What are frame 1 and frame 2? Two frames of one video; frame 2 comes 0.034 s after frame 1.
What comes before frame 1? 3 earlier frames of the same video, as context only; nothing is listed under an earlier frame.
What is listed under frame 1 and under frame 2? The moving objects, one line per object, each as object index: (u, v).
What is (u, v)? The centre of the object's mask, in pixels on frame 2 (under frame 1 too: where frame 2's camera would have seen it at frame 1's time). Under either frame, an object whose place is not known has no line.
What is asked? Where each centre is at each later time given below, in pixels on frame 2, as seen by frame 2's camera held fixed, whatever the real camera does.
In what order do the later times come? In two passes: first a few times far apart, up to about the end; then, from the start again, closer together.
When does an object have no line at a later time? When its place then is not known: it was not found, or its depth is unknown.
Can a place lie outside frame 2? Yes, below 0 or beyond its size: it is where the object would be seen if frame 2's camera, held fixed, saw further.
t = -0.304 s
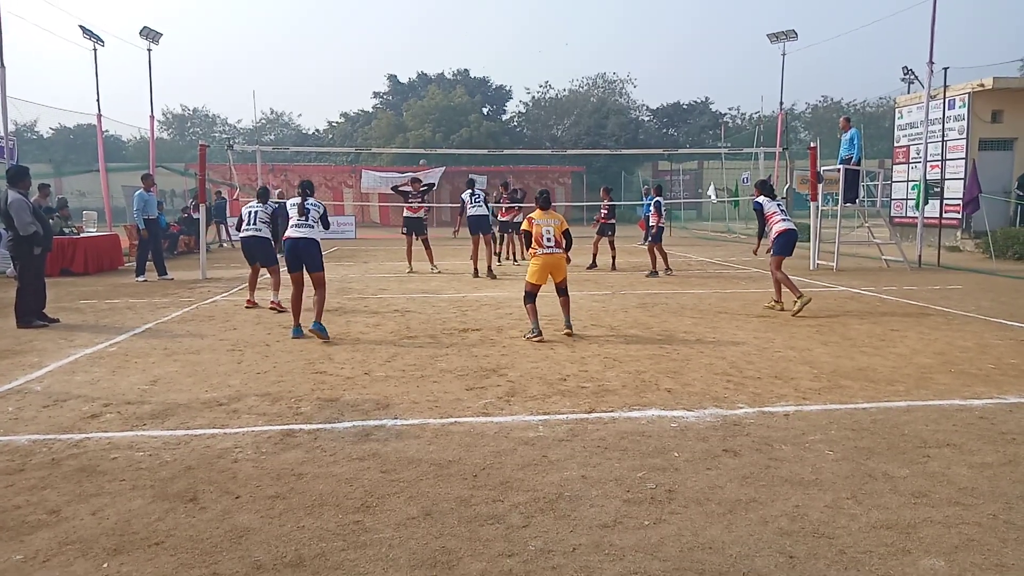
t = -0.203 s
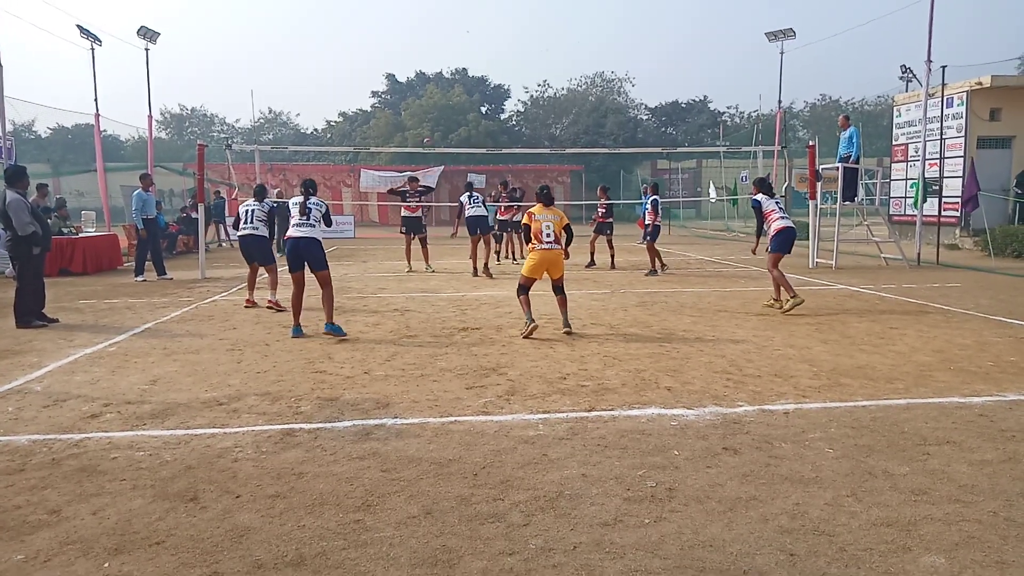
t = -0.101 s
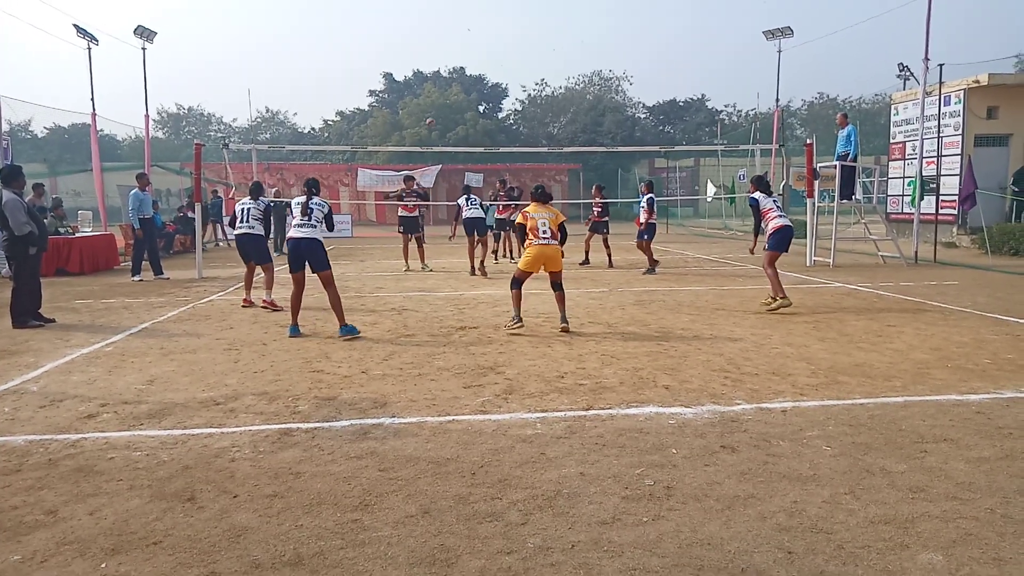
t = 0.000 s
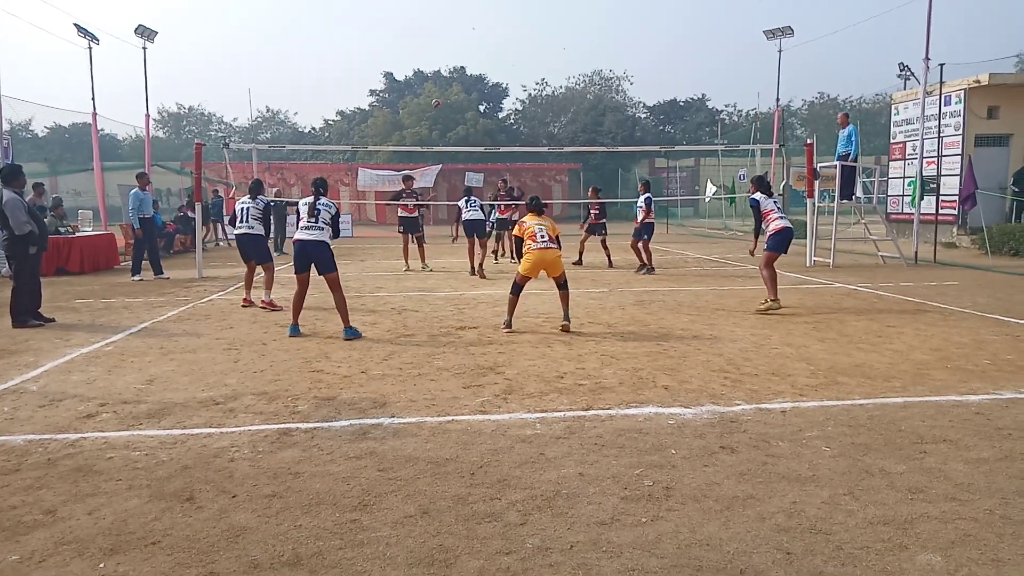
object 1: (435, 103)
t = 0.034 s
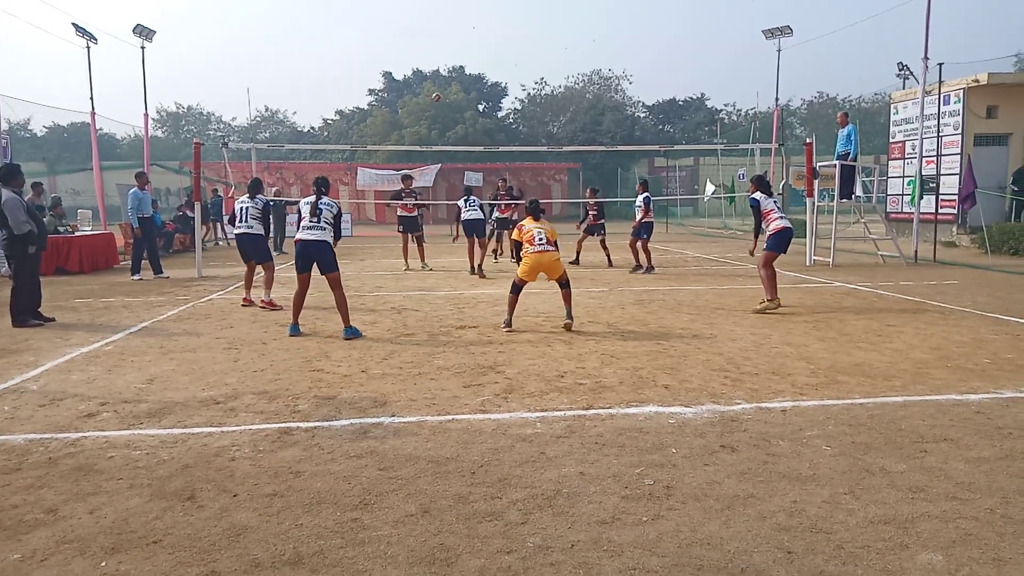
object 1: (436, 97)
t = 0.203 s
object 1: (448, 72)
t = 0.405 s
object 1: (465, 49)
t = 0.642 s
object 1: (494, 42)
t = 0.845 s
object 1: (537, 85)
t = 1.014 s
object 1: (609, 190)
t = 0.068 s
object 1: (438, 92)
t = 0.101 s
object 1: (440, 87)
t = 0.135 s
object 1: (442, 82)
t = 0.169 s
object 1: (445, 77)
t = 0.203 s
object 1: (448, 72)
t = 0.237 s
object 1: (451, 68)
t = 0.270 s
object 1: (453, 64)
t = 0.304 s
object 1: (456, 59)
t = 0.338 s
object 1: (459, 55)
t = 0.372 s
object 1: (462, 52)
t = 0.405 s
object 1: (465, 49)
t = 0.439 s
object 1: (468, 47)
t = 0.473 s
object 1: (473, 41)
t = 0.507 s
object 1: (476, 40)
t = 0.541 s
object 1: (478, 39)
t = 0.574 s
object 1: (483, 38)
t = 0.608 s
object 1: (488, 40)
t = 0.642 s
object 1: (494, 42)
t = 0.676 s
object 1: (499, 45)
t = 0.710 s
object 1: (505, 49)
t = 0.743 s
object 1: (511, 55)
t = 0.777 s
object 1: (519, 64)
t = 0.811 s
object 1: (528, 74)
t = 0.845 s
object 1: (537, 85)
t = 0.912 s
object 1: (561, 115)
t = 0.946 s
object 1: (575, 136)
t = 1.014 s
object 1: (609, 190)
